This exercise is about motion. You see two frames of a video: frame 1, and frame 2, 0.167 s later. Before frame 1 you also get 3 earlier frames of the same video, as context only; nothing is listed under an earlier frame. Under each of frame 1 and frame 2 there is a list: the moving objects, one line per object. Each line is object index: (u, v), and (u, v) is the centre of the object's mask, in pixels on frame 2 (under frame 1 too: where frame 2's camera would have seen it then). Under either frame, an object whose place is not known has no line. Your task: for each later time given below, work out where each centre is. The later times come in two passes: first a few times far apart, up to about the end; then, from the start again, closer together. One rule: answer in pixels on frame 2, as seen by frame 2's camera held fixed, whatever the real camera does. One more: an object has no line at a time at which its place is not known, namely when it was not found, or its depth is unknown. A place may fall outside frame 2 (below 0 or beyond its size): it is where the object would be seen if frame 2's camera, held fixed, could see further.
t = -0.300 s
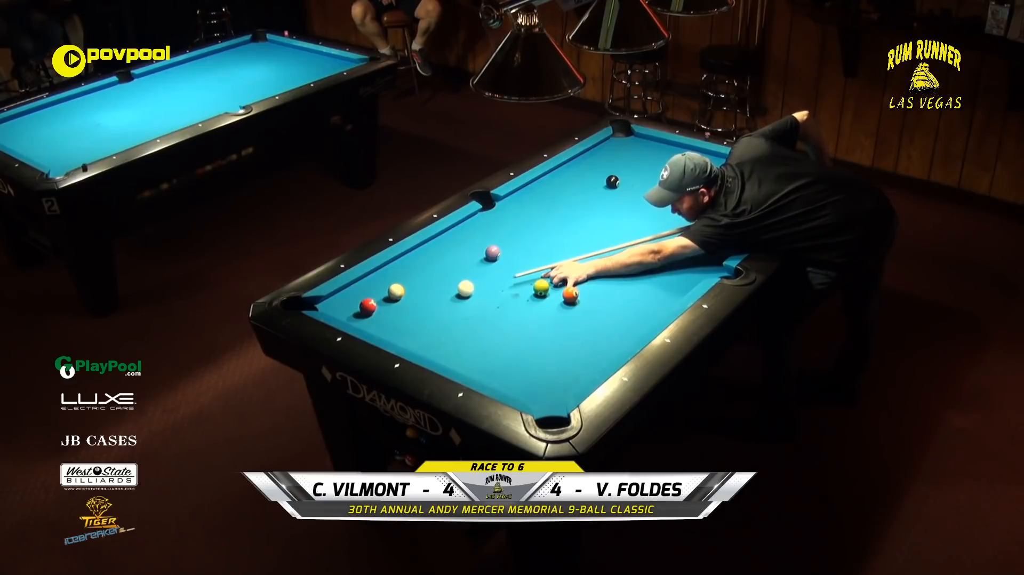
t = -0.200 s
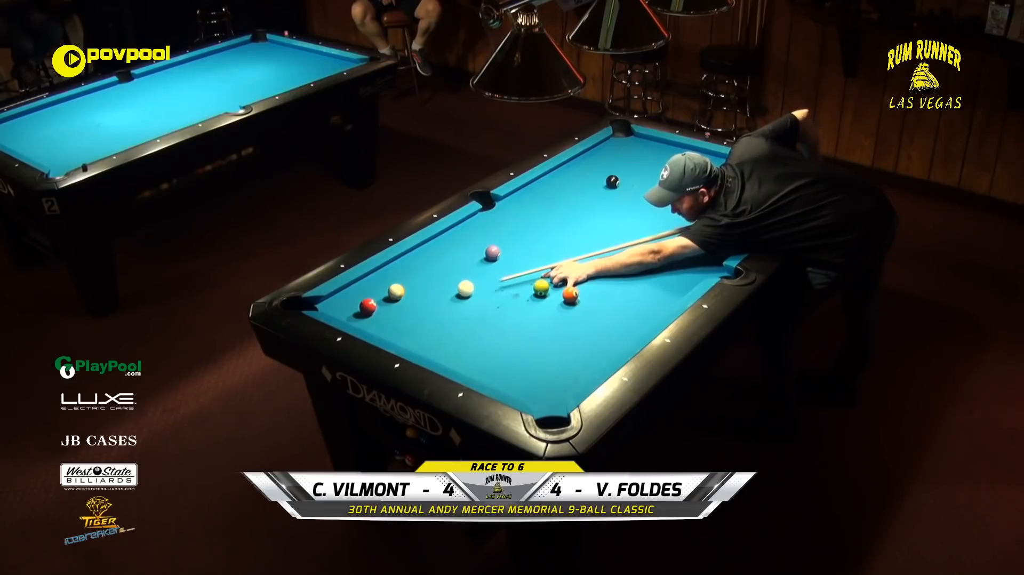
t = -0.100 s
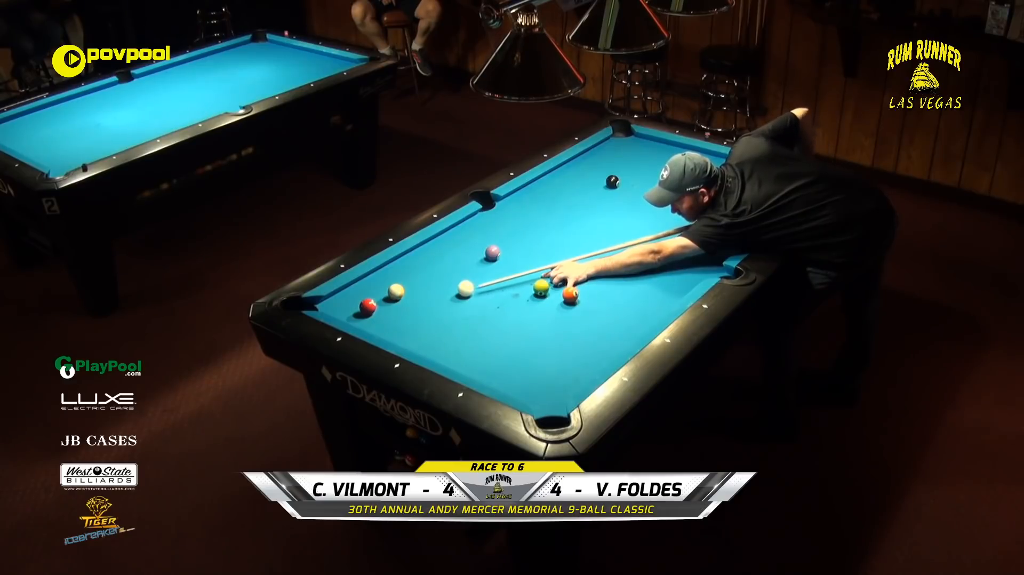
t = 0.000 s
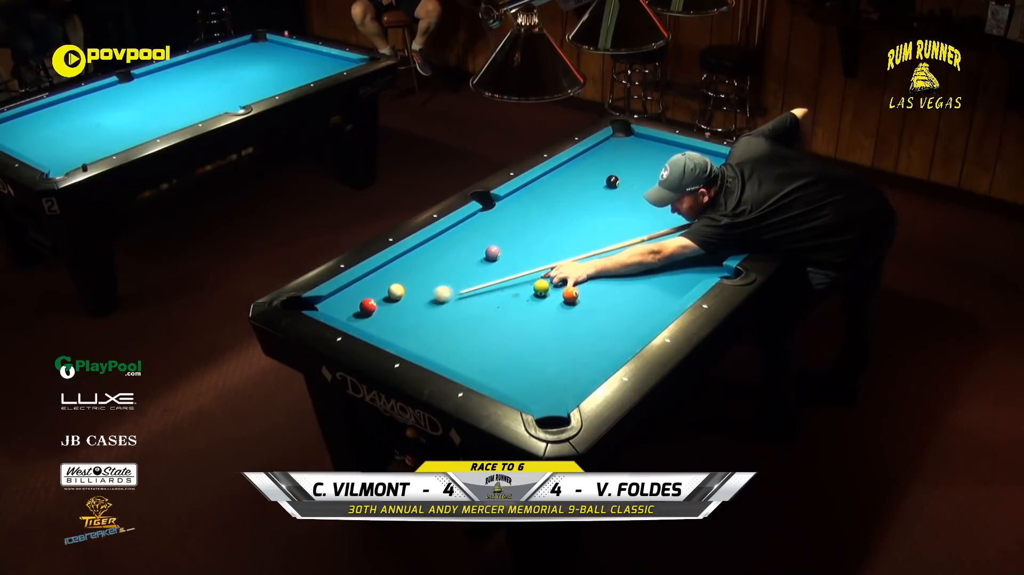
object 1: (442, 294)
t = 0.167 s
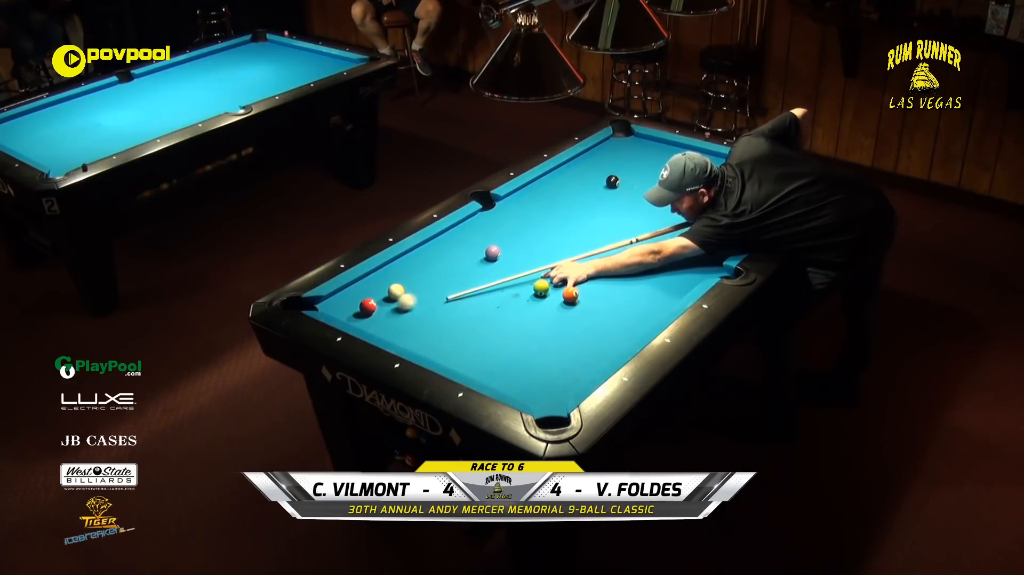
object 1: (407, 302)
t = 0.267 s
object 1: (385, 307)
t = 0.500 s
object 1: (371, 319)
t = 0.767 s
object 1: (376, 323)
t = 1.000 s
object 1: (392, 321)
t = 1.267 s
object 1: (409, 318)
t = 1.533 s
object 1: (423, 315)
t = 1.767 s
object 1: (434, 313)
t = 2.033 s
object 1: (445, 311)
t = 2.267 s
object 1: (453, 310)
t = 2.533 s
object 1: (461, 309)
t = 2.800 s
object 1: (466, 307)
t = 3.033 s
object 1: (470, 307)
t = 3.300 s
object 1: (472, 306)
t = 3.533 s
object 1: (472, 306)
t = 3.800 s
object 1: (472, 306)
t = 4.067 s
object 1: (472, 306)
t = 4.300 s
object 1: (472, 306)
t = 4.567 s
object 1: (472, 306)
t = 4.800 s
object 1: (472, 306)
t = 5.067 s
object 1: (472, 306)
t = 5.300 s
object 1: (472, 306)
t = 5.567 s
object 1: (472, 306)
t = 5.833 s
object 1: (472, 306)
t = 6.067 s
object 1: (472, 306)
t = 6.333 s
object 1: (472, 306)
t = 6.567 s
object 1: (472, 306)
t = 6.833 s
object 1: (472, 306)
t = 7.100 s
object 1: (472, 306)
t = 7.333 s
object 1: (472, 306)
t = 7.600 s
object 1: (472, 306)
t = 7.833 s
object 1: (472, 306)
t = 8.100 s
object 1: (472, 306)
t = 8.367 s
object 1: (472, 306)
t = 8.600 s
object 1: (472, 306)
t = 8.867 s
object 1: (472, 306)
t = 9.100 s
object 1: (472, 306)
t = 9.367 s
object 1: (472, 306)
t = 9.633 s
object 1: (472, 306)
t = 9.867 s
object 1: (472, 306)
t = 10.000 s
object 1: (472, 306)
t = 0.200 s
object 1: (400, 304)
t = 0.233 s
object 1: (392, 305)
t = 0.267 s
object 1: (385, 307)
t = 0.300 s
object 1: (383, 309)
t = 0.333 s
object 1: (381, 311)
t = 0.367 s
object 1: (379, 312)
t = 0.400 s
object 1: (377, 314)
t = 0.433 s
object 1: (375, 316)
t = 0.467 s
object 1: (373, 318)
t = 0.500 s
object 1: (371, 319)
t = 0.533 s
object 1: (369, 321)
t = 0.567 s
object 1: (367, 322)
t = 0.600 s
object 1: (365, 323)
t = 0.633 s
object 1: (367, 323)
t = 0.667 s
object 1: (369, 324)
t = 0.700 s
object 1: (371, 324)
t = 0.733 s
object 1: (374, 324)
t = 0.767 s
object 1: (376, 323)
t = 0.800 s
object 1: (378, 323)
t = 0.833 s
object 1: (381, 323)
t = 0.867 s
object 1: (383, 322)
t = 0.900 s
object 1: (385, 322)
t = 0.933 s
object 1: (388, 321)
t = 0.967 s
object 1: (390, 321)
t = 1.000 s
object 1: (392, 321)
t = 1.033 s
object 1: (394, 320)
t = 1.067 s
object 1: (396, 320)
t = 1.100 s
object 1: (399, 319)
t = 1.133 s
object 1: (401, 319)
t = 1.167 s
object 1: (403, 319)
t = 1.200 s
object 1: (405, 318)
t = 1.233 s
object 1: (407, 318)
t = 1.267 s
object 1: (409, 318)
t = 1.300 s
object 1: (411, 317)
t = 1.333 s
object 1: (413, 317)
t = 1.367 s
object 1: (414, 317)
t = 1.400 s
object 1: (416, 316)
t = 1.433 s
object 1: (418, 316)
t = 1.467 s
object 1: (420, 316)
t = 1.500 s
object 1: (422, 316)
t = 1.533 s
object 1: (423, 315)
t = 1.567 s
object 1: (425, 315)
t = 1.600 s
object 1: (426, 315)
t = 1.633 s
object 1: (428, 314)
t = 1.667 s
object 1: (430, 314)
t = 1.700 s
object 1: (431, 314)
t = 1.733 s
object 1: (433, 314)
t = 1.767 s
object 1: (434, 313)
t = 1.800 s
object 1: (436, 313)
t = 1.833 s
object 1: (437, 313)
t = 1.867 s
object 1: (439, 313)
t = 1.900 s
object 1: (440, 312)
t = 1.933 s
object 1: (441, 312)
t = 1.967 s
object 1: (443, 312)
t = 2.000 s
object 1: (444, 312)
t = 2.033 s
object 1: (445, 311)
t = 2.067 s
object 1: (447, 311)
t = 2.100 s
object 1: (448, 311)
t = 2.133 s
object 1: (449, 311)
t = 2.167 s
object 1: (450, 311)
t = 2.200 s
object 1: (451, 310)
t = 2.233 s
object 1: (452, 310)
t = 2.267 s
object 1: (453, 310)
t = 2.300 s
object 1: (454, 310)
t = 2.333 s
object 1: (455, 310)
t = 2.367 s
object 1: (456, 310)
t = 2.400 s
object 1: (457, 309)
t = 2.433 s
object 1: (458, 309)
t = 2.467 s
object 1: (459, 309)
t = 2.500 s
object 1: (460, 309)
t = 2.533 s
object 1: (461, 309)
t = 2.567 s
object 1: (461, 309)
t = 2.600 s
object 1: (462, 308)
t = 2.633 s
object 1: (463, 308)
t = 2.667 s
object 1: (464, 308)
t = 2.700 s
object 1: (464, 308)
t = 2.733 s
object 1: (465, 308)
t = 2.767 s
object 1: (466, 307)
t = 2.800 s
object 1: (466, 307)
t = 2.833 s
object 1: (467, 307)
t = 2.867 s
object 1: (467, 307)
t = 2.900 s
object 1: (468, 307)
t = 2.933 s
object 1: (468, 307)
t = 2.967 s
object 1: (469, 307)
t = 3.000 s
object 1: (469, 307)
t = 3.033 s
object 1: (470, 307)
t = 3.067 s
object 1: (470, 307)
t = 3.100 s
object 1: (470, 307)
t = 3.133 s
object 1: (471, 307)
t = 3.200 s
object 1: (471, 306)
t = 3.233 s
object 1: (471, 306)
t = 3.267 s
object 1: (471, 306)
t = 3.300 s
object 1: (472, 306)
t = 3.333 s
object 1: (472, 306)
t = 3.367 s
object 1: (472, 306)
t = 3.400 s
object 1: (472, 306)
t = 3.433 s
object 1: (472, 306)
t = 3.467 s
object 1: (472, 306)
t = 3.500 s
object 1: (472, 306)
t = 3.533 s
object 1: (472, 306)
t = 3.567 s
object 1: (472, 306)
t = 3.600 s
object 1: (472, 306)
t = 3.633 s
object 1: (472, 306)
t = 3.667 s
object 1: (472, 306)
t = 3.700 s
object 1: (472, 306)
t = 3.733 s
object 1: (472, 306)
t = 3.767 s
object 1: (472, 306)
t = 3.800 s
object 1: (472, 306)
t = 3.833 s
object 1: (472, 306)
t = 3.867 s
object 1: (472, 306)
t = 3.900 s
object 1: (472, 306)
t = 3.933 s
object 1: (472, 306)
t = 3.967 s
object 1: (472, 306)
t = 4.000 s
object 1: (472, 306)
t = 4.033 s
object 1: (472, 306)
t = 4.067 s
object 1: (472, 306)
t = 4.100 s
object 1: (472, 306)
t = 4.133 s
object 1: (472, 306)
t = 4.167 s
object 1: (472, 306)
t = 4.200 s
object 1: (472, 306)
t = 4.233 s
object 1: (472, 306)
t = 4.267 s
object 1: (472, 306)
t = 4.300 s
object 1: (472, 306)
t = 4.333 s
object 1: (472, 306)
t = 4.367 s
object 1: (472, 306)
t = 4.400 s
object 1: (472, 306)
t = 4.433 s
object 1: (472, 306)
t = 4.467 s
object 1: (472, 306)
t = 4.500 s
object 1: (472, 306)
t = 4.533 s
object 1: (472, 306)
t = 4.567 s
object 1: (472, 306)
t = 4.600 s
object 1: (472, 306)
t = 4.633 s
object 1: (472, 306)
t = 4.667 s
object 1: (472, 306)
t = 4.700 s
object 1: (472, 306)
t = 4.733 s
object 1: (472, 306)
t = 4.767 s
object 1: (472, 306)
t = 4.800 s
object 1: (472, 306)
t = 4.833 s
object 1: (472, 306)
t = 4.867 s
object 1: (472, 306)
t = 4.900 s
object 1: (472, 306)
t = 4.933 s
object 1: (472, 306)
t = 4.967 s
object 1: (472, 306)
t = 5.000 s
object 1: (472, 306)
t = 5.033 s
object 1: (472, 306)
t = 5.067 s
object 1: (472, 306)
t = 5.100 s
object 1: (472, 306)
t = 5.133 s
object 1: (472, 306)
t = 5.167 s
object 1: (472, 306)
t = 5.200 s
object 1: (472, 306)
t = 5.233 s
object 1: (472, 306)
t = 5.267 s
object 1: (472, 306)
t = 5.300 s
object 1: (472, 306)
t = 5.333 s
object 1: (472, 306)
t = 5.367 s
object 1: (472, 306)
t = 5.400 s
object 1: (472, 306)
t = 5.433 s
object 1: (472, 306)
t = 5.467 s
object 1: (472, 306)
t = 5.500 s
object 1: (472, 306)
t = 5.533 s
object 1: (472, 306)
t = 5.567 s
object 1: (472, 306)
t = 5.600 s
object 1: (472, 306)
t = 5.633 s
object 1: (472, 306)
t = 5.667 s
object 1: (472, 306)
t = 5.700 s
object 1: (472, 306)
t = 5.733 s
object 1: (472, 306)
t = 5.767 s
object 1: (472, 306)
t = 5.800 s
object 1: (472, 306)
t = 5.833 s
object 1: (472, 306)
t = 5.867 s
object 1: (472, 306)
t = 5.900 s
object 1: (472, 306)
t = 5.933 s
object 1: (472, 306)
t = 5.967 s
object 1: (472, 306)
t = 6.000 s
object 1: (472, 306)
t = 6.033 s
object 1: (472, 306)
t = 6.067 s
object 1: (472, 306)
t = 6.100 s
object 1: (472, 306)
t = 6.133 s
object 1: (472, 306)
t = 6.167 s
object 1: (472, 306)
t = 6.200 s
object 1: (472, 306)
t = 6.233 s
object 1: (472, 306)
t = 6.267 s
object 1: (472, 306)
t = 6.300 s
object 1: (472, 306)
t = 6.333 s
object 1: (472, 306)
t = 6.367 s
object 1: (472, 306)
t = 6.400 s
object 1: (472, 306)
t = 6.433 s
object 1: (472, 306)
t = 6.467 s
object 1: (472, 306)
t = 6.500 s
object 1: (472, 306)
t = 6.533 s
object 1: (472, 306)
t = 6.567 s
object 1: (472, 306)
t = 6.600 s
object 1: (472, 306)
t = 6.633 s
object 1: (472, 306)
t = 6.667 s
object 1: (472, 306)
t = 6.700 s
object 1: (472, 306)
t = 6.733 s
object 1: (472, 306)
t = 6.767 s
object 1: (472, 306)
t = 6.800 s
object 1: (472, 306)
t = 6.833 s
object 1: (472, 306)
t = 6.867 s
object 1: (472, 306)
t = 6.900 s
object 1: (472, 306)
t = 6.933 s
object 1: (472, 306)
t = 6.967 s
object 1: (472, 306)
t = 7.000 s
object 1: (472, 306)
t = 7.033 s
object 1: (472, 306)
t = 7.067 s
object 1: (472, 306)
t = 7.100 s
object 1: (472, 306)
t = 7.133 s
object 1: (472, 306)
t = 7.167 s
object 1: (472, 306)
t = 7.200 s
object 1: (472, 306)
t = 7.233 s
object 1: (472, 306)
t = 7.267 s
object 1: (472, 306)
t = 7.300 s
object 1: (472, 306)
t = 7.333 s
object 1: (472, 306)
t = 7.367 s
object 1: (472, 306)
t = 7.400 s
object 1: (472, 306)
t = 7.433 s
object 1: (472, 306)
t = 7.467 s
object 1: (472, 306)
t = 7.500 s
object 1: (472, 306)
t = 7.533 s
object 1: (472, 306)
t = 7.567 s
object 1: (472, 306)
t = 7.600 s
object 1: (472, 306)
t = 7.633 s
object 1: (472, 306)
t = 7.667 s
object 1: (472, 306)
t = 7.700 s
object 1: (472, 306)
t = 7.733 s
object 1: (472, 306)
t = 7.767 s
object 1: (472, 306)
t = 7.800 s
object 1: (472, 306)
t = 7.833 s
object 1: (472, 306)
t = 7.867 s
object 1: (472, 306)
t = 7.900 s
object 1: (472, 306)
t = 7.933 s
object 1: (472, 306)
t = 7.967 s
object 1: (472, 306)
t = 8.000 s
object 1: (472, 306)
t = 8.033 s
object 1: (472, 306)
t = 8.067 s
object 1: (472, 306)
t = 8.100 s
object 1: (472, 306)
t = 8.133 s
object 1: (472, 306)
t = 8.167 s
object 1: (472, 306)
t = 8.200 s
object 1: (472, 306)
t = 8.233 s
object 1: (472, 306)
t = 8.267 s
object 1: (472, 306)
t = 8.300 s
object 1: (472, 306)
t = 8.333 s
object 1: (472, 306)
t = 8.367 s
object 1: (472, 306)
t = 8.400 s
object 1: (472, 306)
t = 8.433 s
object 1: (472, 306)
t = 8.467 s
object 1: (472, 306)
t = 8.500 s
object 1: (472, 306)
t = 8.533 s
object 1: (472, 306)
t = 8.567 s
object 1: (472, 306)
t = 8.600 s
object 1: (472, 306)
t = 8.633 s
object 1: (472, 306)
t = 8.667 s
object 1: (472, 306)
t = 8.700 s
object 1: (472, 306)
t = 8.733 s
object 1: (472, 306)
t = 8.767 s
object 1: (472, 306)
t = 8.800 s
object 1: (472, 306)
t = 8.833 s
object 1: (472, 306)
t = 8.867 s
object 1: (472, 306)
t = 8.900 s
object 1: (472, 306)
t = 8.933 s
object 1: (472, 306)
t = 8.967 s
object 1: (472, 306)
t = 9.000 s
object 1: (472, 306)
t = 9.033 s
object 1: (472, 306)
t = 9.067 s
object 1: (472, 306)
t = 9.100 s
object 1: (472, 306)
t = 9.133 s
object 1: (472, 306)
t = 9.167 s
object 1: (472, 306)
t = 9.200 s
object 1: (472, 306)
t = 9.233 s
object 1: (472, 306)
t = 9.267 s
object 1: (472, 306)
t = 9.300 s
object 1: (472, 306)
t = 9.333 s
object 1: (472, 306)
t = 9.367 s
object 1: (472, 306)
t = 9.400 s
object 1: (472, 306)
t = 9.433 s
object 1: (472, 306)
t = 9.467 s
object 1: (472, 306)
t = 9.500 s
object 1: (472, 306)
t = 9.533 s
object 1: (472, 306)
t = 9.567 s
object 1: (472, 306)
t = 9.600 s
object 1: (472, 306)
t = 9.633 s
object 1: (472, 306)
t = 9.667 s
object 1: (472, 306)
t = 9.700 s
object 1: (472, 306)
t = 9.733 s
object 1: (472, 306)
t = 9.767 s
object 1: (472, 306)
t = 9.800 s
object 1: (472, 306)
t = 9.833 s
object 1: (472, 306)
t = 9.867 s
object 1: (472, 306)
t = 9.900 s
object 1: (472, 306)
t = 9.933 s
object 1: (472, 306)
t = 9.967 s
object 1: (472, 306)
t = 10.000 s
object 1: (472, 306)
